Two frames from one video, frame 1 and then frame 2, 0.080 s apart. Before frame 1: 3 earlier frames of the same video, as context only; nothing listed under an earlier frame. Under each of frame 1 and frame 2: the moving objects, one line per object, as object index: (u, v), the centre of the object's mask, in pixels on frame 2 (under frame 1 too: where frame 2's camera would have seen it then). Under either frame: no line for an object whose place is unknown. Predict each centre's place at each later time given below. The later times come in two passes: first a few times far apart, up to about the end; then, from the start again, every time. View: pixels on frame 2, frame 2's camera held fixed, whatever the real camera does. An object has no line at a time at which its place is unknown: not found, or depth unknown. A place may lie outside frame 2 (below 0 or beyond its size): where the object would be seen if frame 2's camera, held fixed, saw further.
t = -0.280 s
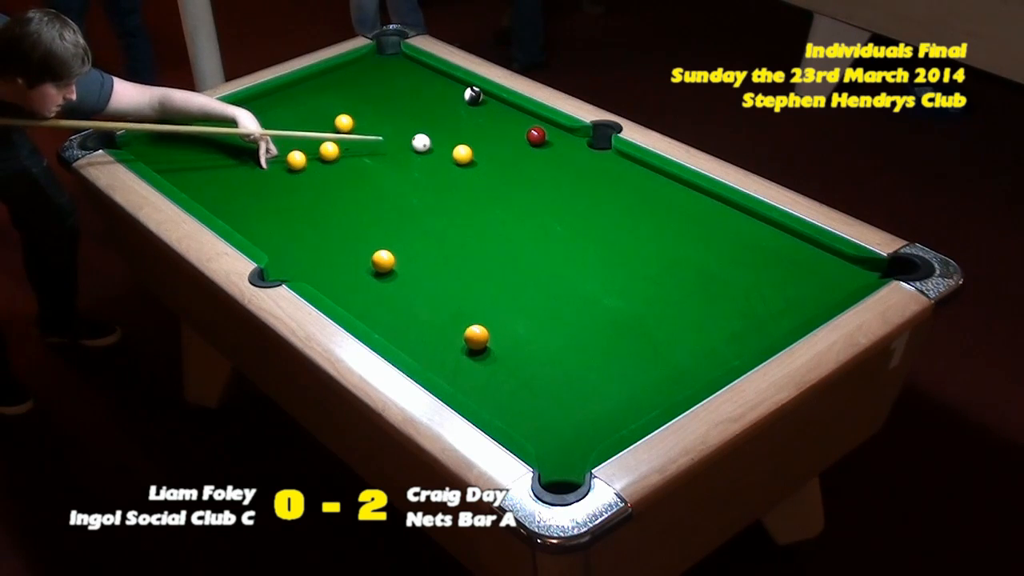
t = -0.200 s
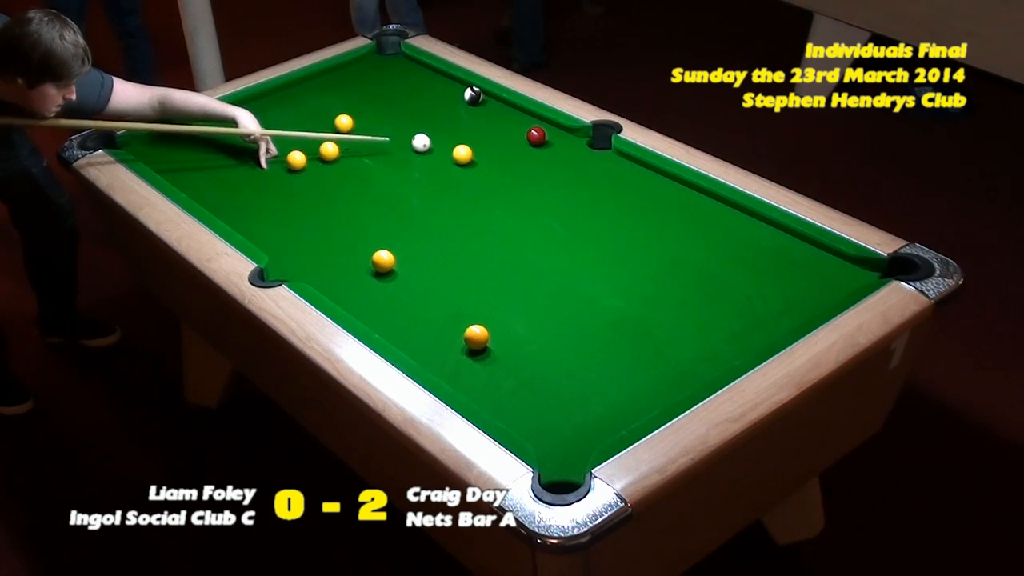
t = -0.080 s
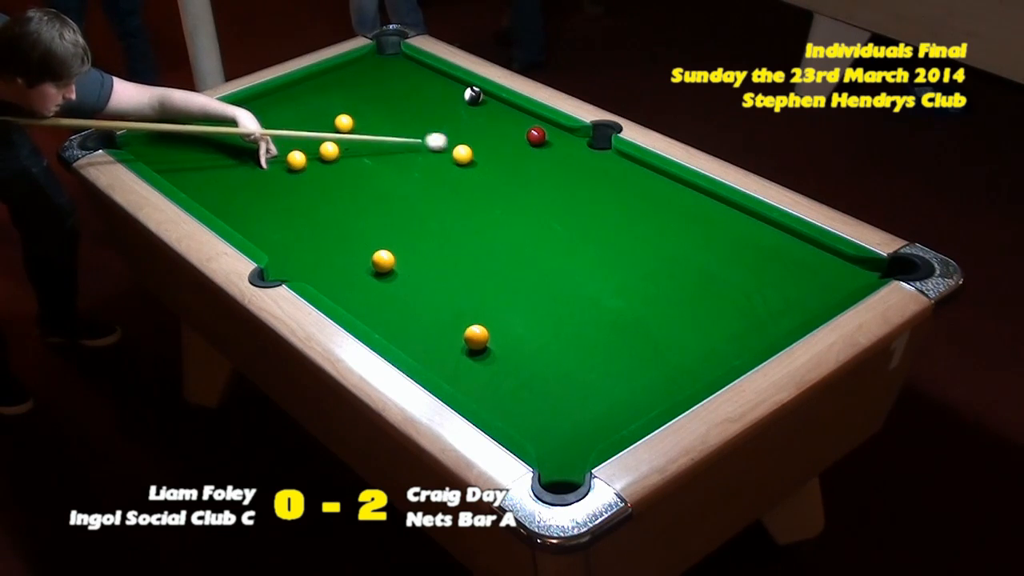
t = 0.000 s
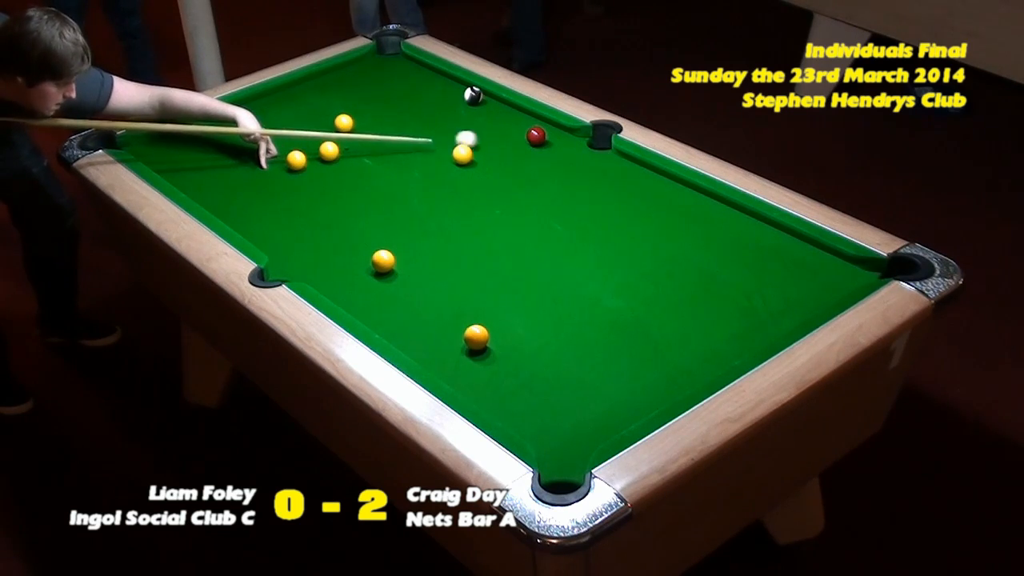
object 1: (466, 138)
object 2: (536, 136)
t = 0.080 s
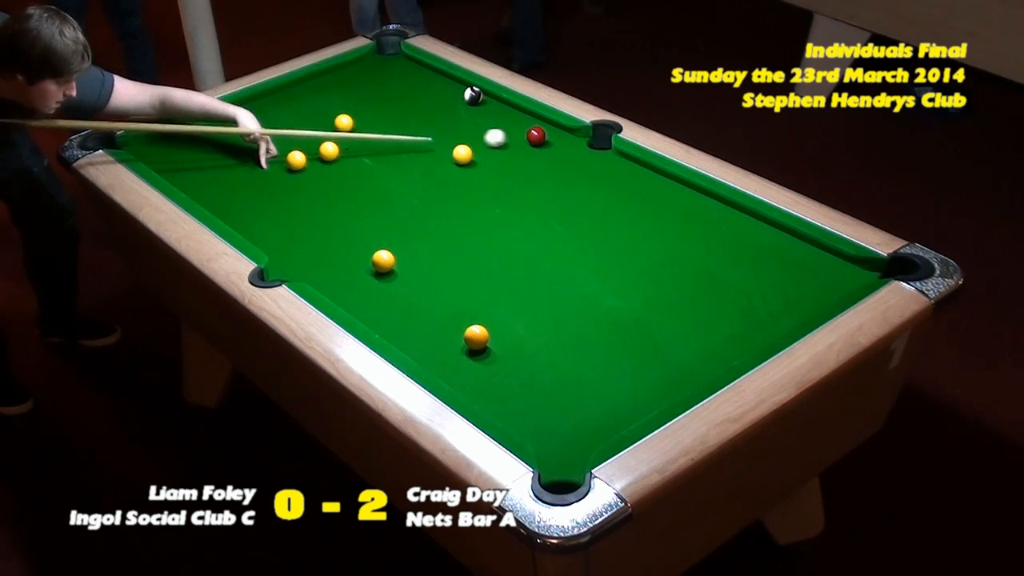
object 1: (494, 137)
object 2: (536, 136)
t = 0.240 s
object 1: (519, 134)
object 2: (560, 136)
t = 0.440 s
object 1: (531, 129)
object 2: (600, 142)
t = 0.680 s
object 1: (543, 125)
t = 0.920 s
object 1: (543, 126)
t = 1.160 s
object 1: (537, 128)
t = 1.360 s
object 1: (534, 130)
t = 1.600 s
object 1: (531, 130)
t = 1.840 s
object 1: (531, 131)
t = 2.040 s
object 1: (531, 131)
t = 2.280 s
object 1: (531, 131)
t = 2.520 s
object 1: (531, 131)
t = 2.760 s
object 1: (531, 130)
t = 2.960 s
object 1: (531, 131)
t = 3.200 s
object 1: (531, 130)
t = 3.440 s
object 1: (531, 131)
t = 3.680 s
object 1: (531, 130)
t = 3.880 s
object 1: (531, 131)
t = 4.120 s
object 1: (531, 130)
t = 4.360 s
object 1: (531, 130)
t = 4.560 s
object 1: (531, 130)
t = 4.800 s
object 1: (531, 130)
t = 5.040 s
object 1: (531, 131)
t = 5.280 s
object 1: (531, 130)
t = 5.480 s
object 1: (531, 130)
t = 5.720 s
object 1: (531, 130)
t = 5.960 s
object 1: (531, 130)
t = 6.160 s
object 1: (531, 130)
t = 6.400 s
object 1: (531, 130)
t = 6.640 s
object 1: (531, 130)
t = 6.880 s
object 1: (531, 130)
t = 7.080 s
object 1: (531, 130)
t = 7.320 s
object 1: (531, 131)
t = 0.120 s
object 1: (508, 136)
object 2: (536, 136)
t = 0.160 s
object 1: (516, 136)
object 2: (541, 136)
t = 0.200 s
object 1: (517, 135)
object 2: (552, 136)
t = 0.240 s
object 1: (519, 134)
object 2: (560, 136)
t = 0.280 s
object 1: (521, 133)
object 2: (569, 135)
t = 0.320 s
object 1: (524, 132)
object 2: (577, 136)
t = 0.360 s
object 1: (526, 131)
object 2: (584, 135)
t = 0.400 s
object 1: (529, 130)
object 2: (592, 137)
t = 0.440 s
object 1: (531, 129)
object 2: (600, 142)
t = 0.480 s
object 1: (533, 129)
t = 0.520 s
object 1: (535, 128)
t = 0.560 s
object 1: (537, 127)
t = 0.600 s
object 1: (539, 126)
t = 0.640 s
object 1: (541, 126)
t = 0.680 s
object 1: (543, 125)
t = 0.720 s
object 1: (545, 124)
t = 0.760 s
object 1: (546, 124)
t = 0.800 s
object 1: (545, 124)
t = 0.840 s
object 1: (544, 125)
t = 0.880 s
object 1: (544, 125)
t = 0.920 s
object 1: (543, 126)
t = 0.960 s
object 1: (542, 126)
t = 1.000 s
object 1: (541, 127)
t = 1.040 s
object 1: (540, 127)
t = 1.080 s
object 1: (539, 128)
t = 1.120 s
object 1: (538, 128)
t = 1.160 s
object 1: (537, 128)
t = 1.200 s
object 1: (537, 129)
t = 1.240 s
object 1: (536, 129)
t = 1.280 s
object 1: (535, 129)
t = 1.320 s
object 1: (535, 129)
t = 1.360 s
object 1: (534, 130)
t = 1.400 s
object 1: (533, 130)
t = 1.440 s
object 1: (533, 130)
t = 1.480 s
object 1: (532, 130)
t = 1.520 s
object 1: (532, 130)
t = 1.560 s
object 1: (531, 130)
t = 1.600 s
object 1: (531, 130)
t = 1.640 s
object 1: (531, 131)
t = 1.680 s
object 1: (531, 131)
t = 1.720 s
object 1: (531, 131)
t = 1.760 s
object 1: (531, 131)
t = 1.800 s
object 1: (531, 131)
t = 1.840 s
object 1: (531, 131)
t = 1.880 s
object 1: (531, 131)
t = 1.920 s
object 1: (531, 131)
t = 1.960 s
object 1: (531, 131)
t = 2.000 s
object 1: (531, 131)
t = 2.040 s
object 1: (531, 131)
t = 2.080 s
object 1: (531, 130)
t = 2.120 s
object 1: (531, 131)
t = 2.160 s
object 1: (531, 130)
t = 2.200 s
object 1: (531, 131)
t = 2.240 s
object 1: (531, 131)
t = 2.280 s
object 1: (531, 131)
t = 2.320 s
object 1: (531, 130)
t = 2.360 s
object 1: (531, 131)
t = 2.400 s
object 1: (531, 131)
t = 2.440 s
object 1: (531, 130)
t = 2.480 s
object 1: (531, 130)
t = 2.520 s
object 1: (531, 131)
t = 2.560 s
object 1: (531, 130)
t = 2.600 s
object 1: (531, 131)
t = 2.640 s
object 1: (531, 130)
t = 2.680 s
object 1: (531, 131)
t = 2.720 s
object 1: (531, 130)
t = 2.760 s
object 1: (531, 130)
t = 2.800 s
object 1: (531, 131)
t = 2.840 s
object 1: (531, 130)
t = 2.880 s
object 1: (531, 131)
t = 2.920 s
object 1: (531, 130)
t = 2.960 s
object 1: (531, 131)
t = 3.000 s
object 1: (531, 131)
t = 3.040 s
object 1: (531, 130)
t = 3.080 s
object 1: (531, 131)
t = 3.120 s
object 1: (531, 130)
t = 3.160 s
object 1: (531, 130)
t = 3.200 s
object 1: (531, 130)
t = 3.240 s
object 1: (531, 131)
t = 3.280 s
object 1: (531, 130)
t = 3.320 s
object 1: (531, 131)
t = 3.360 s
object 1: (531, 130)
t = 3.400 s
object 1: (531, 130)
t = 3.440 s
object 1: (531, 131)
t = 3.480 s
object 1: (531, 130)
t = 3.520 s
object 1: (531, 130)
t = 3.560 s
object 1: (531, 130)
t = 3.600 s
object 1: (531, 130)
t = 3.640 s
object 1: (531, 130)
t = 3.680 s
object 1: (531, 130)
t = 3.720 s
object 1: (531, 130)
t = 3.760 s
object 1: (531, 130)
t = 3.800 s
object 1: (531, 130)
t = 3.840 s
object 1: (531, 130)
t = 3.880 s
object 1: (531, 131)
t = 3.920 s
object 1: (531, 130)
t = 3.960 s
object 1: (531, 130)
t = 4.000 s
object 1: (531, 131)
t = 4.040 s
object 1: (531, 130)
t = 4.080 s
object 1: (531, 131)
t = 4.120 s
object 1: (531, 130)
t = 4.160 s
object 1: (531, 130)
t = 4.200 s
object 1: (531, 130)
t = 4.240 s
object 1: (531, 130)
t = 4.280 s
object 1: (531, 130)
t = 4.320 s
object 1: (531, 130)
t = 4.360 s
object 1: (531, 130)
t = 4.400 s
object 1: (531, 130)
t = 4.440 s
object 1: (531, 131)
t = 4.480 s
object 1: (531, 131)
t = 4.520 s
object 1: (531, 130)
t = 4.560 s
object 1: (531, 130)
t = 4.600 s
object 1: (531, 131)
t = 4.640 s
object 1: (531, 130)
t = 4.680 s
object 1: (531, 131)
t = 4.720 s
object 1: (531, 131)
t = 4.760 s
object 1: (531, 131)
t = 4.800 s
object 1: (531, 130)
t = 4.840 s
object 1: (531, 131)
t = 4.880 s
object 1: (531, 130)
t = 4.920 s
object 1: (531, 131)
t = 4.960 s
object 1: (531, 131)
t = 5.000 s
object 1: (531, 131)
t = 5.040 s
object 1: (531, 131)
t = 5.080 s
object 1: (531, 130)
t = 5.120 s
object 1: (531, 130)
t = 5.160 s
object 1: (531, 130)
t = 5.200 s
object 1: (531, 130)
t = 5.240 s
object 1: (531, 130)
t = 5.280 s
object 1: (531, 130)
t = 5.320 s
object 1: (531, 130)
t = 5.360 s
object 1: (531, 130)
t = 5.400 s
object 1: (531, 130)
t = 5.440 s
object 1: (531, 130)
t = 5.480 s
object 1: (531, 130)
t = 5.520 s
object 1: (531, 130)
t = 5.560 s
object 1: (531, 130)
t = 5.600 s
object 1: (531, 130)
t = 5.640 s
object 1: (531, 130)
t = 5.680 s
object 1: (531, 130)
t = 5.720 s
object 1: (531, 130)
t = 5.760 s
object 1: (531, 130)
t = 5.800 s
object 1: (531, 130)
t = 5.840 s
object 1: (531, 130)
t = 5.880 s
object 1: (531, 130)
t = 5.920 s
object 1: (531, 130)
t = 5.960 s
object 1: (531, 130)
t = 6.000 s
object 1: (531, 130)
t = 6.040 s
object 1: (531, 130)
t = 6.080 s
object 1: (531, 130)
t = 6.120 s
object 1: (531, 130)
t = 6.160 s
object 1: (531, 130)
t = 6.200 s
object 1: (531, 130)
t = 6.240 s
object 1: (531, 130)
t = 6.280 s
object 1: (531, 130)
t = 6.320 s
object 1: (531, 130)
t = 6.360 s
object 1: (531, 130)
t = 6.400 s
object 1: (531, 130)
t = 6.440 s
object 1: (531, 130)
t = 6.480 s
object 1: (531, 130)
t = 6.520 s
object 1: (531, 130)
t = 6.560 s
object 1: (531, 130)
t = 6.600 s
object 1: (531, 130)
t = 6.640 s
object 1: (531, 130)
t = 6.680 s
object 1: (531, 130)
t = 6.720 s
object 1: (531, 130)
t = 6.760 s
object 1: (531, 130)
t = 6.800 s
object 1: (531, 130)
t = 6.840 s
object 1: (531, 130)
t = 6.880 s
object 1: (531, 130)
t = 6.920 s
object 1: (531, 130)
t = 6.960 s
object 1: (531, 130)
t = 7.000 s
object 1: (531, 130)
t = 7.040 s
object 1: (531, 130)
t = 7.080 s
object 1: (531, 130)
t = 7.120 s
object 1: (531, 130)
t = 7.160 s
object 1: (531, 130)
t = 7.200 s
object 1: (531, 130)
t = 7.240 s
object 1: (531, 130)
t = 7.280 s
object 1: (531, 130)
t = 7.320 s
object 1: (531, 131)
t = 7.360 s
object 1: (531, 131)
